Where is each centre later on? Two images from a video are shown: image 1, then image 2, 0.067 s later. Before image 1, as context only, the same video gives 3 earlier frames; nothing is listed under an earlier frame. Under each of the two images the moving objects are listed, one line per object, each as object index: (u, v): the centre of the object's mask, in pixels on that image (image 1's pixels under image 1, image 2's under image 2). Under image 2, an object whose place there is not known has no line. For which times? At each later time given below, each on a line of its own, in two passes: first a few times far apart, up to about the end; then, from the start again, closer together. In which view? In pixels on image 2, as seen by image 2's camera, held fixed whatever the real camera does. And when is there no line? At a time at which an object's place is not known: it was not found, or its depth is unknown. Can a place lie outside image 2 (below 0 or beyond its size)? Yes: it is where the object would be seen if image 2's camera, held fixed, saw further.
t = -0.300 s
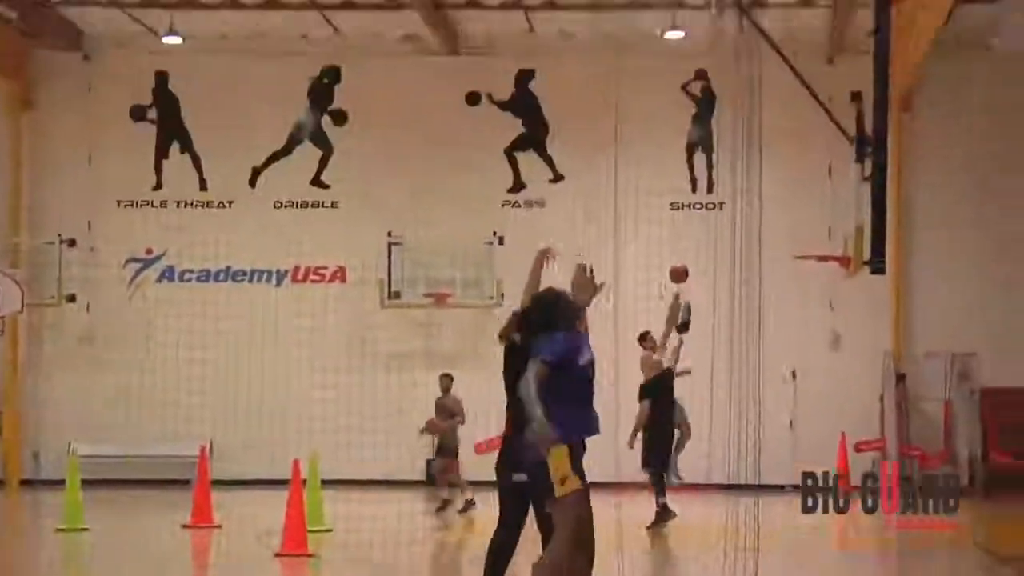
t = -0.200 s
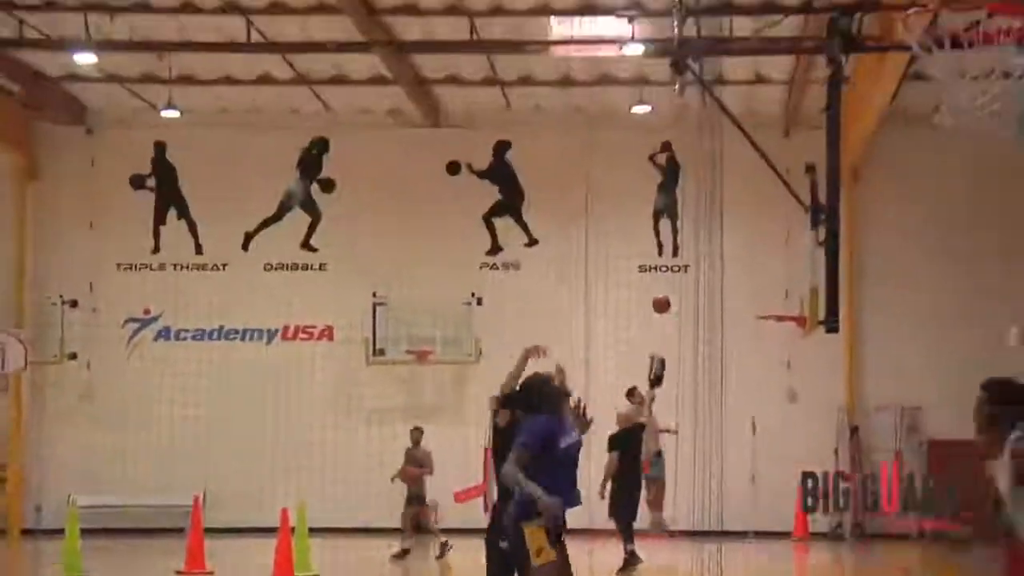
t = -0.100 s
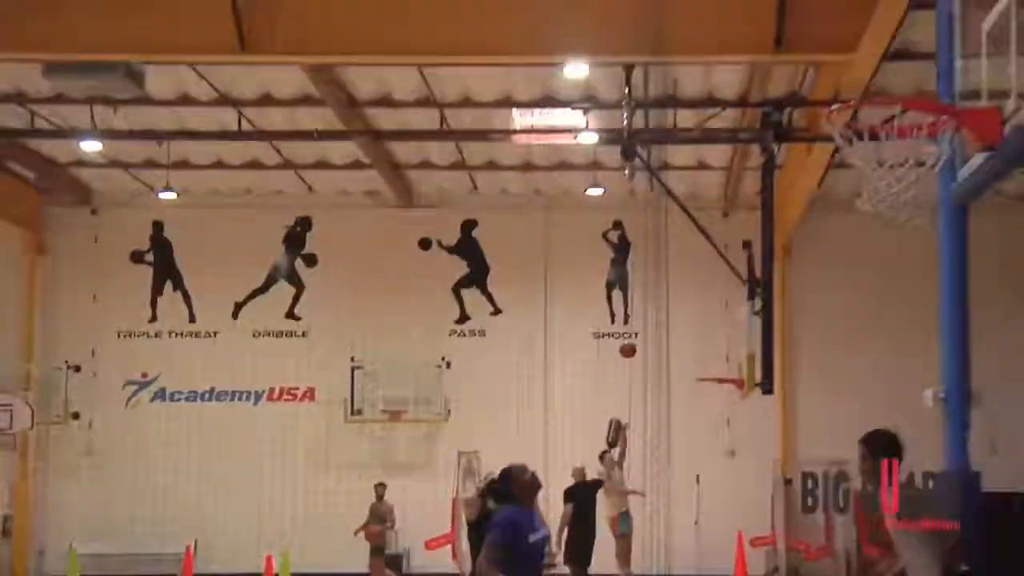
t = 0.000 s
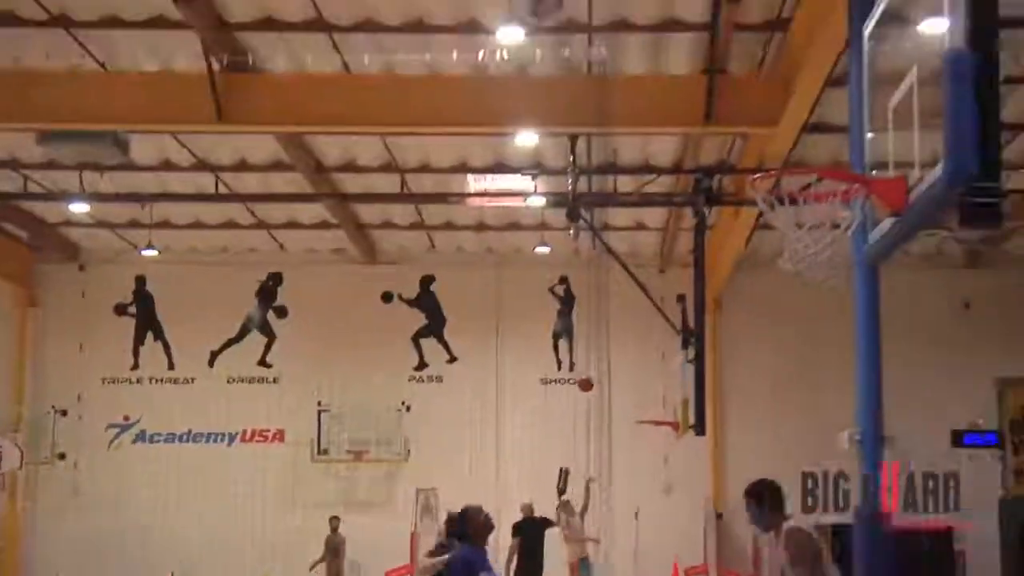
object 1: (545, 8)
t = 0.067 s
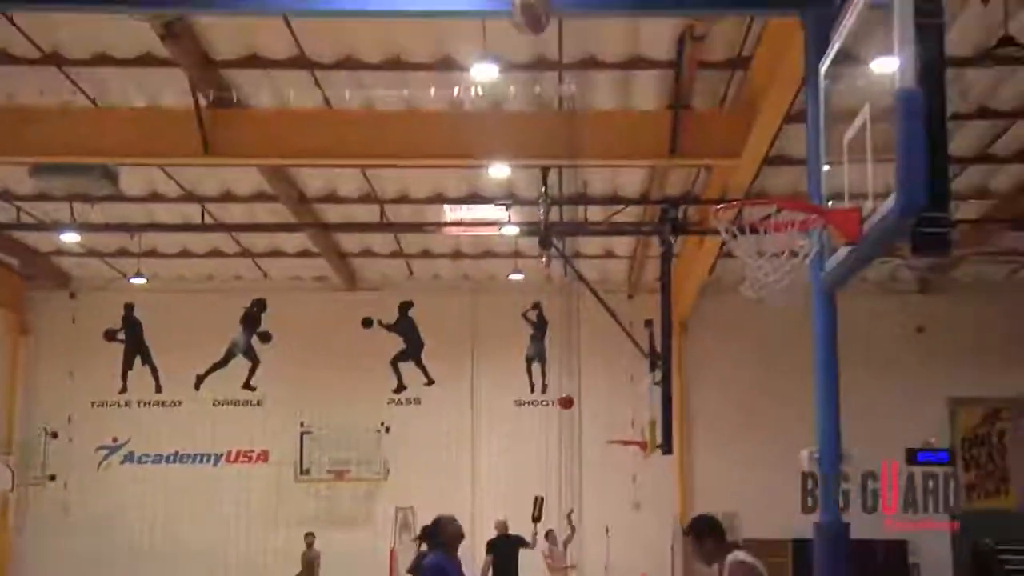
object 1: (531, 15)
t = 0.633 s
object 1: (700, 125)
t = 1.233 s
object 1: (751, 182)
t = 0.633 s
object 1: (700, 125)
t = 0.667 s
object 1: (714, 155)
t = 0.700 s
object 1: (725, 186)
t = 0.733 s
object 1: (749, 176)
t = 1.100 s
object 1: (728, 182)
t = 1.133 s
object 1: (725, 185)
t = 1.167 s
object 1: (734, 183)
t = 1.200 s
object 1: (743, 181)
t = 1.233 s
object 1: (751, 182)
